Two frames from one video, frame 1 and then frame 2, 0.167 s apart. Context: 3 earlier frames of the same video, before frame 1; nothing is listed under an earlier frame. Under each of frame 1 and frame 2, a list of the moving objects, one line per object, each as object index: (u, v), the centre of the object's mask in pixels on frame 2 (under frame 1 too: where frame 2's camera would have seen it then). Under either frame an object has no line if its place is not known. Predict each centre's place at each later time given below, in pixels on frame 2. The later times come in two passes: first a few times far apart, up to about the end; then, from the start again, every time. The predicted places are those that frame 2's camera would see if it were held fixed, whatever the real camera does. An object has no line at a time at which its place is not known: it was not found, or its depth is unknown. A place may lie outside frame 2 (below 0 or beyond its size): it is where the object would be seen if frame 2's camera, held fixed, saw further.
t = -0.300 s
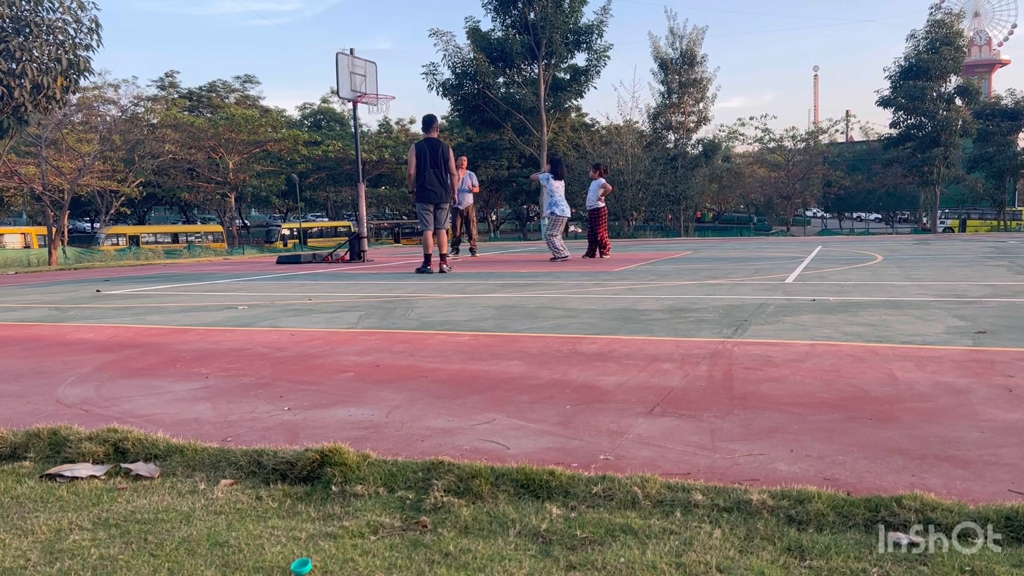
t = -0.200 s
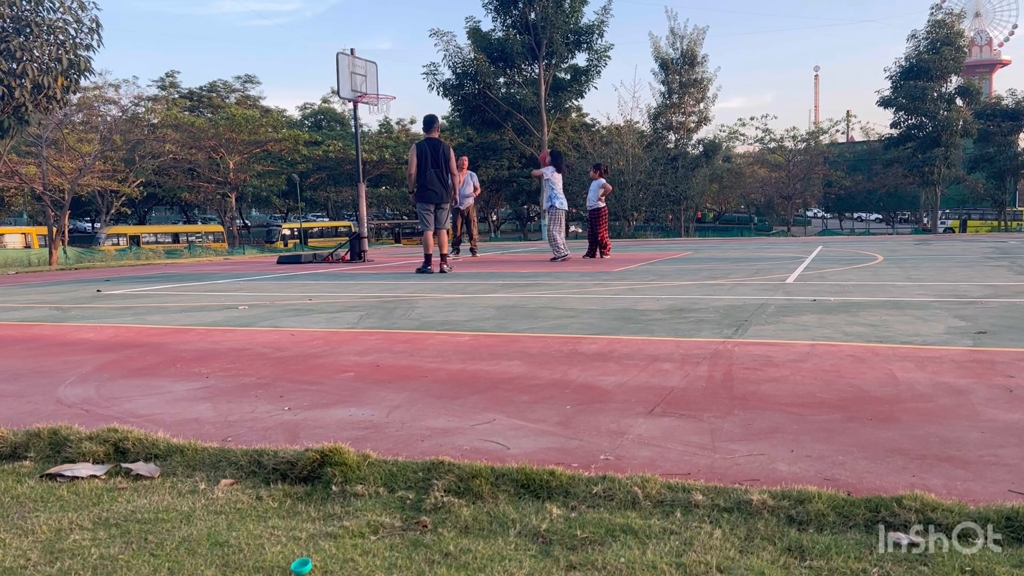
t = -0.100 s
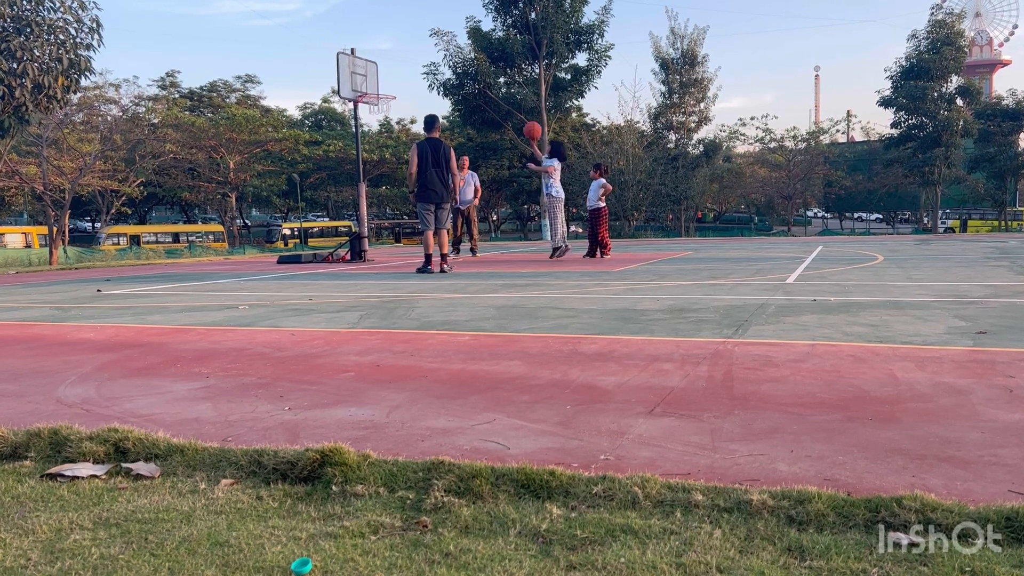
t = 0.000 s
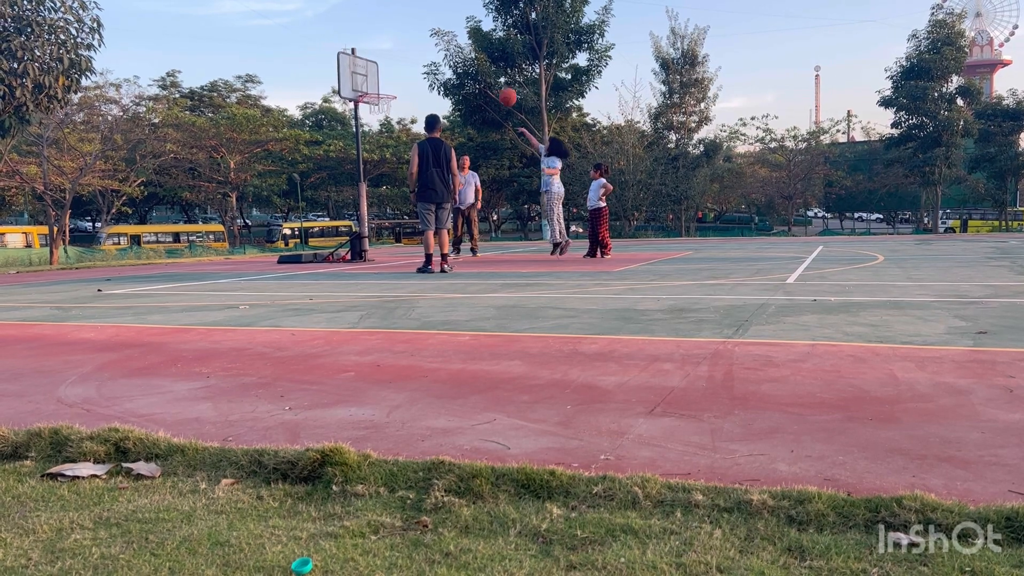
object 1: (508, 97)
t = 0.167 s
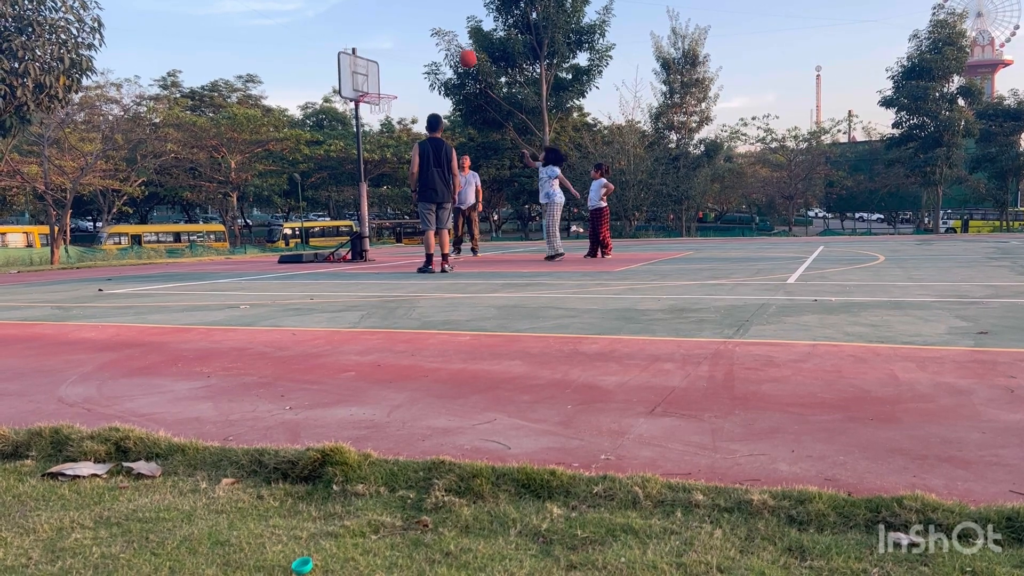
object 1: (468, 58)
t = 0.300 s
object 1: (436, 43)
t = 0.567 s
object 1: (378, 52)
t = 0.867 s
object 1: (387, 97)
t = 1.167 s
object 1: (375, 102)
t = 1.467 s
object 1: (388, 131)
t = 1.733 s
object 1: (401, 207)
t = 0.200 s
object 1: (460, 53)
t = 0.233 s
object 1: (452, 49)
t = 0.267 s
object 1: (444, 46)
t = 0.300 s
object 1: (436, 43)
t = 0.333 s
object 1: (428, 42)
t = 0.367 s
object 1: (421, 41)
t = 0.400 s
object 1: (413, 41)
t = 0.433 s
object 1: (406, 42)
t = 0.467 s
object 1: (399, 43)
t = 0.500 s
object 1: (392, 45)
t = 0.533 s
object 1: (385, 48)
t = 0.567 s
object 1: (378, 52)
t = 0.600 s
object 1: (371, 57)
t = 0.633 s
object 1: (371, 61)
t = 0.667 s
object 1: (374, 65)
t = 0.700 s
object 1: (377, 70)
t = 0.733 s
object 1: (380, 75)
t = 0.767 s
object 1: (383, 81)
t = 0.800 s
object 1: (386, 87)
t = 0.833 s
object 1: (388, 95)
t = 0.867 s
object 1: (387, 97)
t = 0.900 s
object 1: (386, 99)
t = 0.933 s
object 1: (383, 99)
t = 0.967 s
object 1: (381, 99)
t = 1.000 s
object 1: (379, 99)
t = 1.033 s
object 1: (377, 99)
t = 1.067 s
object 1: (375, 100)
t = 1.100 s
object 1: (375, 101)
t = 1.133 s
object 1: (375, 101)
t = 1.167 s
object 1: (375, 102)
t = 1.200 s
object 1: (377, 102)
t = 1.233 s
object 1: (378, 103)
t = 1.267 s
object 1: (379, 105)
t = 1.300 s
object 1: (381, 108)
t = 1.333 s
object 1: (382, 111)
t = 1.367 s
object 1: (384, 115)
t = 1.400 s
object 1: (385, 120)
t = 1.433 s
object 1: (387, 125)
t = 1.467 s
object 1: (388, 131)
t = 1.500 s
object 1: (389, 138)
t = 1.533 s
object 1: (391, 146)
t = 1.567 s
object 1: (393, 155)
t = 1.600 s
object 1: (394, 164)
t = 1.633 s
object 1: (396, 174)
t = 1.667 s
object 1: (397, 184)
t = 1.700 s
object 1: (399, 196)
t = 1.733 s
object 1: (401, 207)
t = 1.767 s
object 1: (403, 220)
